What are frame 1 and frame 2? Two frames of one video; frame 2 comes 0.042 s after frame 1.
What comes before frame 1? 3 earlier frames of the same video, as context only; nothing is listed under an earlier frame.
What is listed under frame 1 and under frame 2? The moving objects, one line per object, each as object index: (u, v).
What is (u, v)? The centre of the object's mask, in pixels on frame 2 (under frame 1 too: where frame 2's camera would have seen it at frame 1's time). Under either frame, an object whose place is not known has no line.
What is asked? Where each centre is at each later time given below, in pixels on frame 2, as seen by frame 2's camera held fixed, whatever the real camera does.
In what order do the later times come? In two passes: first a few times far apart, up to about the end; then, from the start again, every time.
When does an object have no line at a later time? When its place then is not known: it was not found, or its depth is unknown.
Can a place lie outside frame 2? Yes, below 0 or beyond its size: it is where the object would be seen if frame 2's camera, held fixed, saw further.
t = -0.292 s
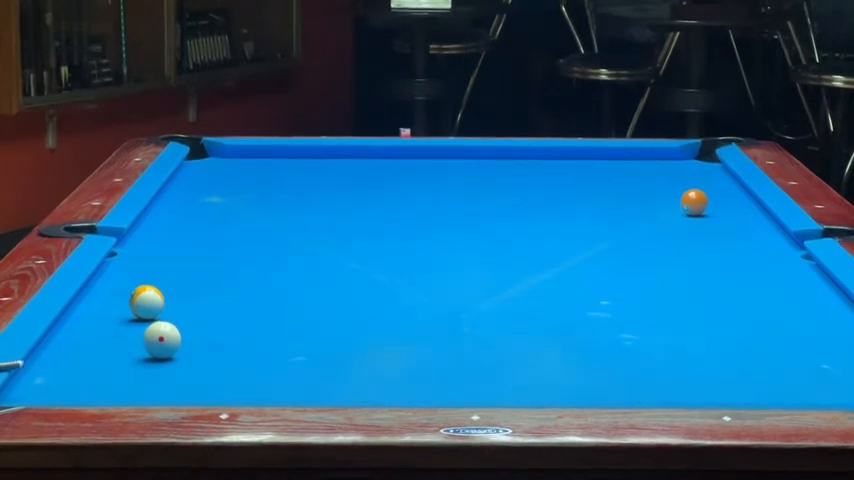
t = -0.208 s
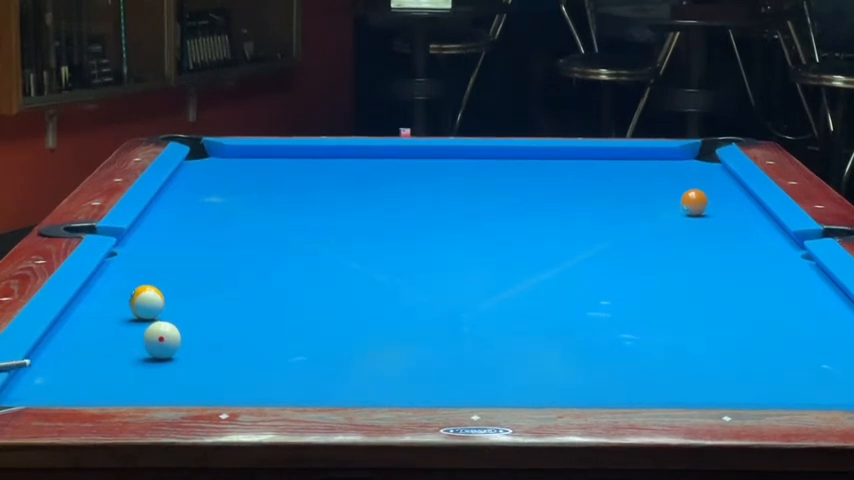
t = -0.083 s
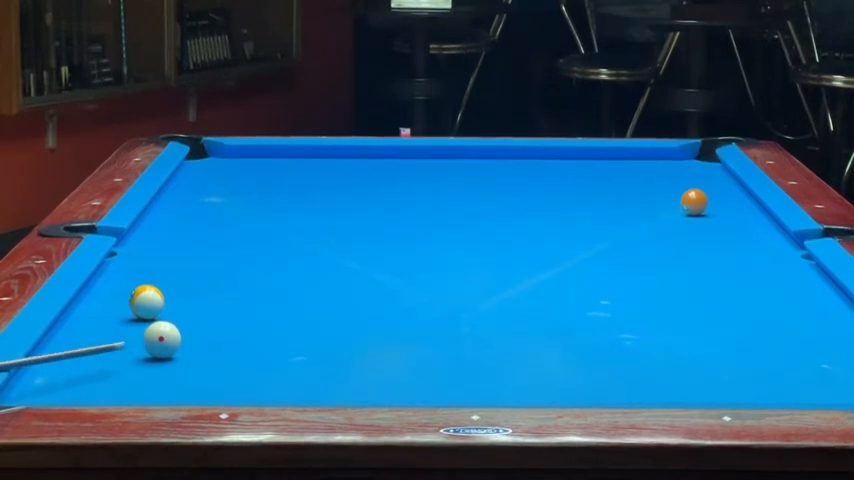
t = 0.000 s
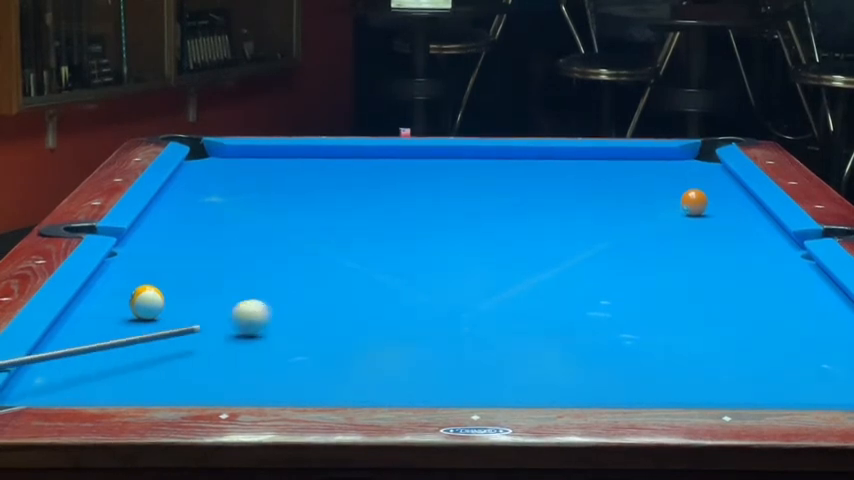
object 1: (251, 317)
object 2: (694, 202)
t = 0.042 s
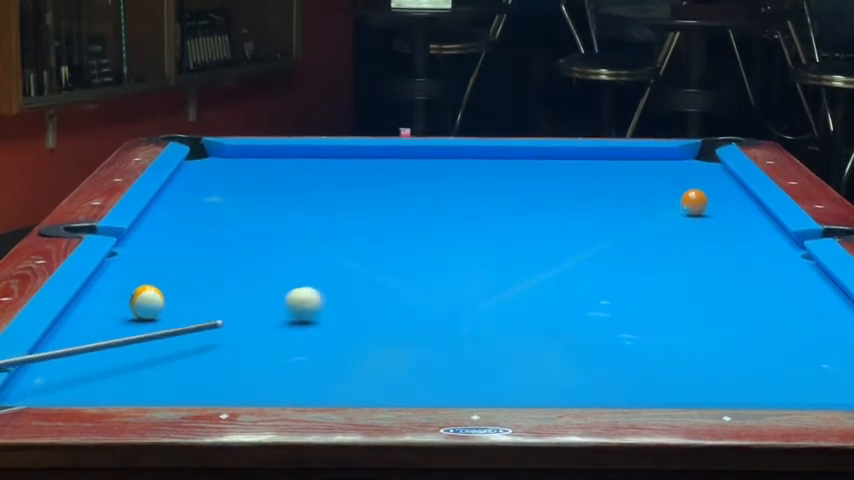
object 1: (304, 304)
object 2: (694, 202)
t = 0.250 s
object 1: (512, 253)
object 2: (694, 202)
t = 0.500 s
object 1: (698, 206)
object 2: (690, 194)
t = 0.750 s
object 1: (685, 206)
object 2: (691, 173)
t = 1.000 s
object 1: (593, 205)
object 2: (688, 151)
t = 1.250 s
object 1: (505, 203)
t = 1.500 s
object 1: (422, 201)
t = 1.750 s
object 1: (342, 199)
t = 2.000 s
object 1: (269, 198)
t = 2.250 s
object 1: (200, 196)
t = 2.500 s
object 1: (187, 195)
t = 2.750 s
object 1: (224, 195)
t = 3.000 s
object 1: (256, 195)
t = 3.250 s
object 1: (286, 194)
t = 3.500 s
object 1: (312, 194)
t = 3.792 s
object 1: (337, 194)
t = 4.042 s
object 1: (356, 194)
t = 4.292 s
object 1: (371, 194)
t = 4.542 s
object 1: (382, 194)
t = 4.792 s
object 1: (390, 194)
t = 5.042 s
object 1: (395, 194)
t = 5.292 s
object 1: (397, 194)
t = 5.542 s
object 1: (397, 194)
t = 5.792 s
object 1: (397, 194)
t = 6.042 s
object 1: (397, 194)
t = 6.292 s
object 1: (397, 194)
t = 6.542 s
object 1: (397, 194)
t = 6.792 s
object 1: (397, 194)
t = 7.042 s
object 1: (397, 194)
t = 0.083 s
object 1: (352, 292)
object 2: (694, 202)
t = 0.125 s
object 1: (396, 281)
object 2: (694, 202)
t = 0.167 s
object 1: (436, 271)
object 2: (694, 202)
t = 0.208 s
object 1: (475, 262)
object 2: (694, 202)
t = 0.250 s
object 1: (512, 253)
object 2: (694, 202)
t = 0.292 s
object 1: (547, 244)
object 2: (694, 202)
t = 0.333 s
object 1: (580, 235)
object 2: (694, 202)
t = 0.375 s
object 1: (611, 227)
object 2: (694, 202)
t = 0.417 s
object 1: (642, 220)
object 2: (694, 202)
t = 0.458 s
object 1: (671, 212)
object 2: (695, 202)
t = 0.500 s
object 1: (698, 206)
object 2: (690, 194)
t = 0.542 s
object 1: (727, 207)
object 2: (693, 195)
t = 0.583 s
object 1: (751, 206)
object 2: (692, 189)
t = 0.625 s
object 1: (731, 207)
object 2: (692, 183)
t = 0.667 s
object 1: (718, 206)
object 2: (691, 181)
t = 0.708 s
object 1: (701, 206)
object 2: (691, 176)
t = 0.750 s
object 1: (685, 206)
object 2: (691, 173)
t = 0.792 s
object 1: (669, 206)
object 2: (690, 169)
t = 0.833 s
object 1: (654, 206)
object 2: (690, 165)
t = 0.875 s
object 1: (638, 205)
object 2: (689, 162)
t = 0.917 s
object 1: (623, 205)
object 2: (689, 158)
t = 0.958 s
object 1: (608, 205)
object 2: (688, 155)
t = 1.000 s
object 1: (593, 205)
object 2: (688, 151)
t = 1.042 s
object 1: (578, 204)
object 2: (700, 150)
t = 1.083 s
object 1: (563, 204)
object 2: (712, 150)
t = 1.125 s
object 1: (548, 204)
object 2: (713, 151)
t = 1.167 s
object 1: (534, 203)
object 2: (713, 157)
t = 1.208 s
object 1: (520, 203)
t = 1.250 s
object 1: (505, 203)
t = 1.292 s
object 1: (491, 202)
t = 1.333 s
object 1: (477, 202)
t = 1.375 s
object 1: (463, 201)
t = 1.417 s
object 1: (449, 201)
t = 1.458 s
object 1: (435, 201)
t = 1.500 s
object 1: (422, 201)
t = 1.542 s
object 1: (408, 200)
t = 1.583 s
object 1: (395, 200)
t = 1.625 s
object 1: (381, 200)
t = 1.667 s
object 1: (369, 200)
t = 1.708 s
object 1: (356, 199)
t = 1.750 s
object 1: (342, 199)
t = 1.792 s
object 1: (330, 199)
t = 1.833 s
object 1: (317, 199)
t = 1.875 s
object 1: (305, 198)
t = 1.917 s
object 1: (293, 198)
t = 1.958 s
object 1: (281, 198)
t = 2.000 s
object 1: (269, 198)
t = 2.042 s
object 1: (257, 197)
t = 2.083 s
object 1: (246, 197)
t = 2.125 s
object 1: (234, 197)
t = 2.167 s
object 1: (222, 197)
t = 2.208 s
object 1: (211, 196)
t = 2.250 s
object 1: (200, 196)
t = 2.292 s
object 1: (189, 196)
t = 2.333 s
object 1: (178, 195)
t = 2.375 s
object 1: (167, 195)
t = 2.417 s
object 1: (174, 195)
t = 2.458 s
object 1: (181, 195)
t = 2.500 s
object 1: (187, 195)
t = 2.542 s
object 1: (194, 195)
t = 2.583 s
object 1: (200, 195)
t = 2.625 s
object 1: (206, 195)
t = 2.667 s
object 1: (212, 195)
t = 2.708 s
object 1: (218, 195)
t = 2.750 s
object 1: (224, 195)
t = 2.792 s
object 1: (229, 195)
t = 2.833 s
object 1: (235, 195)
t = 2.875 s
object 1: (241, 194)
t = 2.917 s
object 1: (246, 194)
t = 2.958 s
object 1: (251, 195)
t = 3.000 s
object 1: (256, 195)
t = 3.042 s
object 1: (261, 195)
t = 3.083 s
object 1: (267, 194)
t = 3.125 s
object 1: (271, 194)
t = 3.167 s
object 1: (277, 194)
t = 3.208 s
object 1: (281, 194)
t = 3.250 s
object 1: (286, 194)
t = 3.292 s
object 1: (290, 194)
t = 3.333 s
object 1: (295, 194)
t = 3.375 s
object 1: (299, 194)
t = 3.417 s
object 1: (303, 194)
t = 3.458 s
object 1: (307, 194)
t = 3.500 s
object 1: (312, 194)
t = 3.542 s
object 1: (315, 194)
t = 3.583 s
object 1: (319, 194)
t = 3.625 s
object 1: (323, 194)
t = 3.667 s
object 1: (327, 194)
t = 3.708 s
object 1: (330, 194)
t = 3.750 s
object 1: (334, 194)
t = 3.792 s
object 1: (337, 194)
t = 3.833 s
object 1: (340, 194)
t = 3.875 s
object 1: (344, 194)
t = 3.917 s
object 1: (347, 194)
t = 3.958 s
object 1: (350, 194)
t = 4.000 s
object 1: (353, 194)
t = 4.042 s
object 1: (356, 194)
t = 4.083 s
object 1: (359, 194)
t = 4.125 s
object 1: (362, 194)
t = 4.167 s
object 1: (364, 194)
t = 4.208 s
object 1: (366, 194)
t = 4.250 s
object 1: (368, 194)
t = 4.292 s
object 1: (371, 194)
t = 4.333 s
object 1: (373, 194)
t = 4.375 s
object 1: (375, 194)
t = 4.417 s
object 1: (377, 194)
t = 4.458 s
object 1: (379, 194)
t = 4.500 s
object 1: (381, 194)
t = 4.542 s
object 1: (382, 194)
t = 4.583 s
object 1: (384, 194)
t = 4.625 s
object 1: (385, 194)
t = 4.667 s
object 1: (386, 194)
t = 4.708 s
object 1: (388, 194)
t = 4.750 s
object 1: (389, 194)
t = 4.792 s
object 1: (390, 194)
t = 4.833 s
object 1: (391, 194)
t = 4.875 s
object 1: (392, 194)
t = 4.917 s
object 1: (393, 194)
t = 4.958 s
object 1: (393, 194)
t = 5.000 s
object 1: (394, 194)
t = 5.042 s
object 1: (395, 194)
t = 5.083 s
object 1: (395, 194)
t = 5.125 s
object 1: (396, 194)
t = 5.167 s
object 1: (396, 194)
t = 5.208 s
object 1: (397, 194)
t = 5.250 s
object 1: (397, 194)
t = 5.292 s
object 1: (397, 194)
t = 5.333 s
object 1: (397, 194)
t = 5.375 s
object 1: (397, 194)
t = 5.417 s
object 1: (397, 194)
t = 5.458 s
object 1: (397, 194)
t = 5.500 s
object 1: (397, 194)
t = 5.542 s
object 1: (397, 194)
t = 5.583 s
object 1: (397, 194)
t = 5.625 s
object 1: (397, 194)
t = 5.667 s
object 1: (397, 194)
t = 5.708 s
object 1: (397, 194)
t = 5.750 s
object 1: (397, 194)
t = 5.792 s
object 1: (397, 194)
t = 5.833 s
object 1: (397, 194)
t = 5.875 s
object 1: (397, 194)
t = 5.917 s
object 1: (397, 194)
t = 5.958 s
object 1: (397, 194)
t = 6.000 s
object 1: (397, 194)
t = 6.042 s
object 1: (397, 194)
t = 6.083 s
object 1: (397, 194)
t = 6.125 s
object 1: (397, 194)
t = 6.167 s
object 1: (397, 194)
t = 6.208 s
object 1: (397, 194)
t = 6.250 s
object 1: (397, 194)
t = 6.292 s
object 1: (397, 194)
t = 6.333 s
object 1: (397, 194)
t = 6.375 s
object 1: (397, 194)
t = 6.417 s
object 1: (397, 194)
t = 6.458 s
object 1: (397, 194)
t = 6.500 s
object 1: (397, 194)
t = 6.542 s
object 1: (397, 194)
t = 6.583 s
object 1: (397, 194)
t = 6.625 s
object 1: (397, 194)
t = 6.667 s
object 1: (397, 194)
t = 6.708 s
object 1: (397, 194)
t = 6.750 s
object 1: (397, 194)
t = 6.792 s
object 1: (397, 194)
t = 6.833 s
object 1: (397, 194)
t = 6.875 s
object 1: (397, 194)
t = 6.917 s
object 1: (397, 194)
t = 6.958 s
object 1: (397, 194)
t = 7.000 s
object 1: (397, 194)
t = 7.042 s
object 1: (397, 194)
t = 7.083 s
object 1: (397, 194)
